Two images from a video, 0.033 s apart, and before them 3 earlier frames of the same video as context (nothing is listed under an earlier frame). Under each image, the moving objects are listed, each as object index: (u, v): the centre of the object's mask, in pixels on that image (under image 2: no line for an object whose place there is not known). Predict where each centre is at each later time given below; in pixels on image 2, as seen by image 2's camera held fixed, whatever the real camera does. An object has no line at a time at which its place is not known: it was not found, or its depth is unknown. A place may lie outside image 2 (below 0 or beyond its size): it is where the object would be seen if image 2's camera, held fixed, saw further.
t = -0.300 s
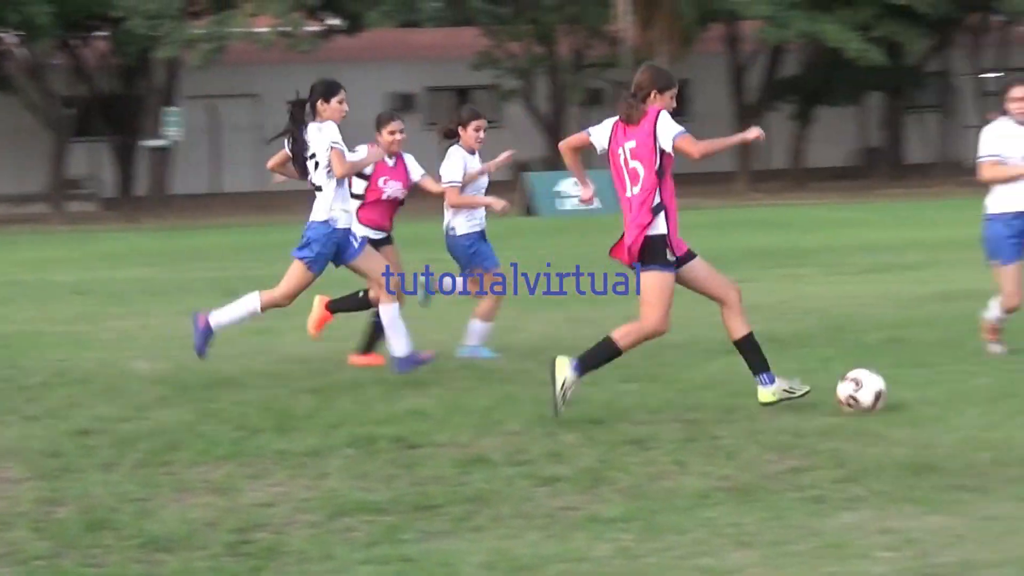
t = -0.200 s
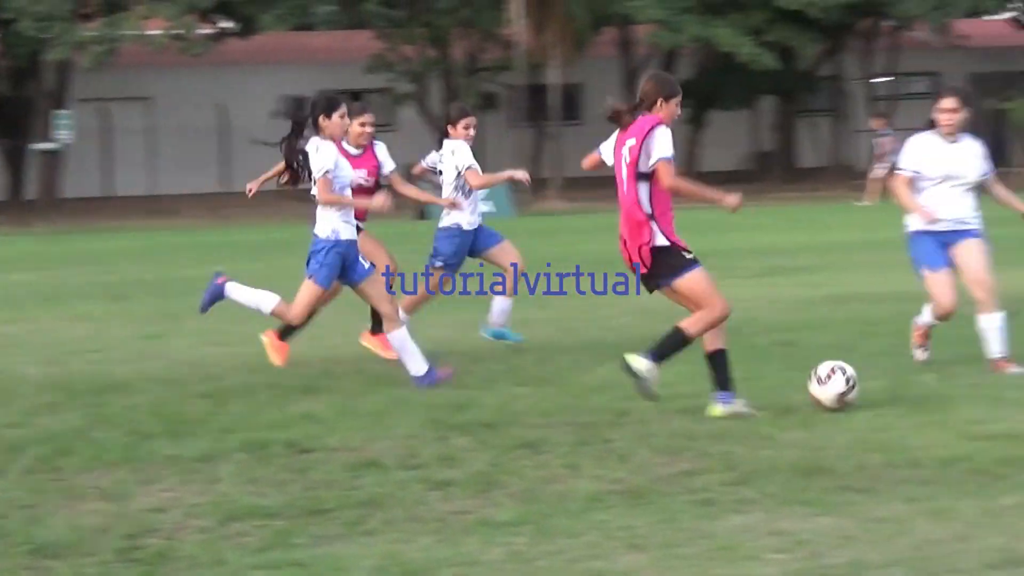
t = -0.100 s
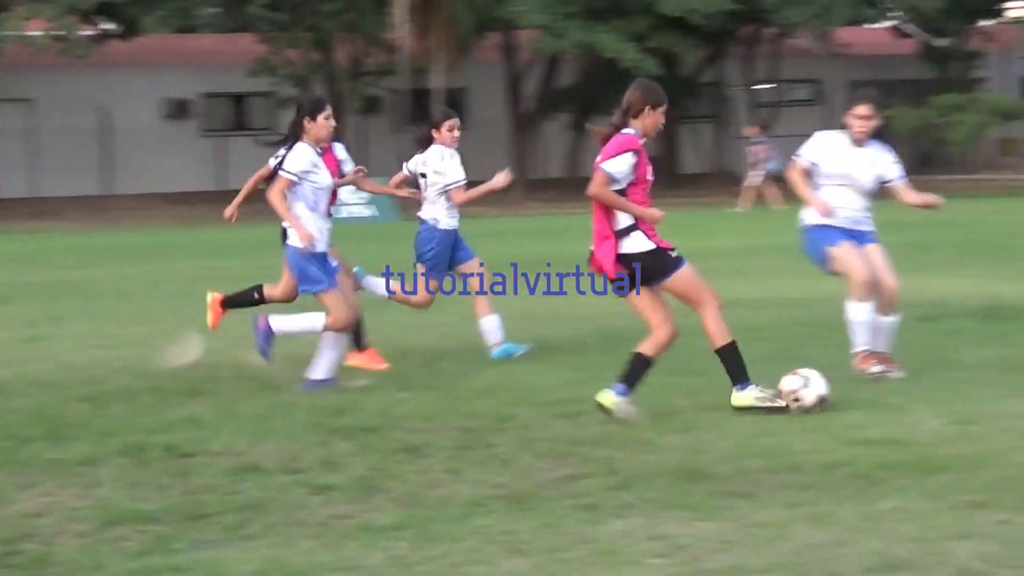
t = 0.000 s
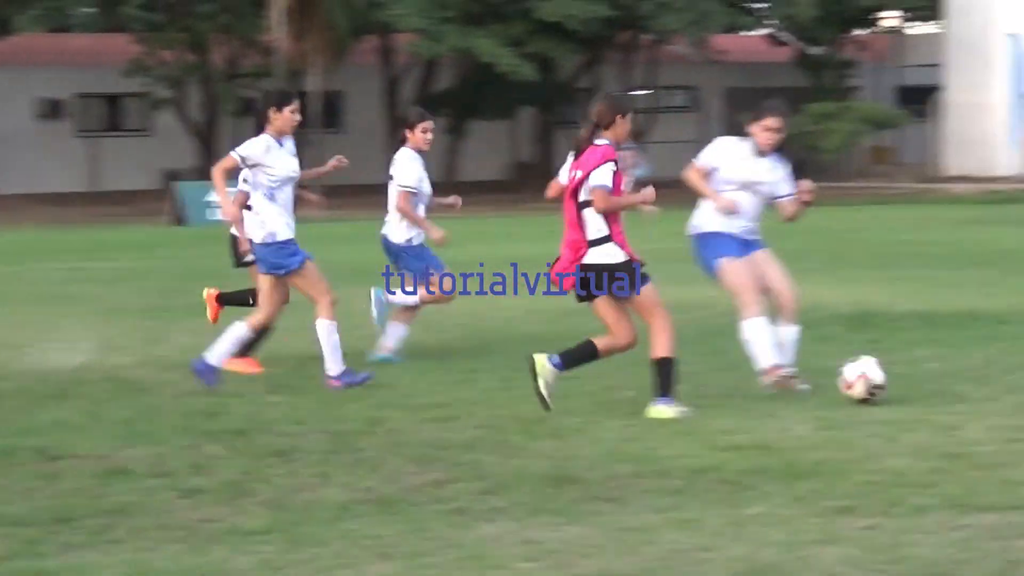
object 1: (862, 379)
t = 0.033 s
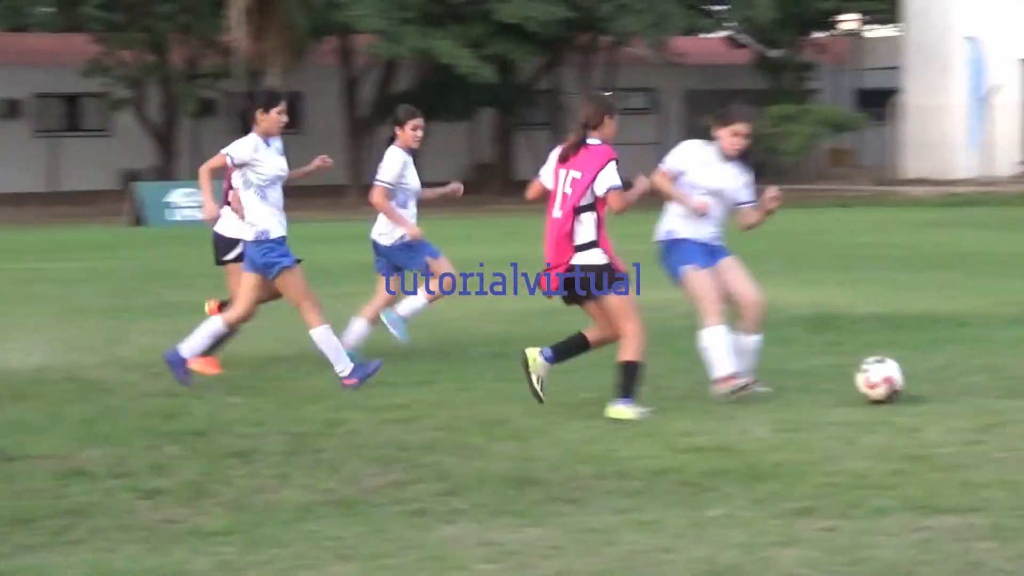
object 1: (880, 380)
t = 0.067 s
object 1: (937, 379)
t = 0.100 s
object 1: (991, 376)
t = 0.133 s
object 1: (1045, 372)
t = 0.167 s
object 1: (1097, 370)
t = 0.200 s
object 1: (1149, 369)
